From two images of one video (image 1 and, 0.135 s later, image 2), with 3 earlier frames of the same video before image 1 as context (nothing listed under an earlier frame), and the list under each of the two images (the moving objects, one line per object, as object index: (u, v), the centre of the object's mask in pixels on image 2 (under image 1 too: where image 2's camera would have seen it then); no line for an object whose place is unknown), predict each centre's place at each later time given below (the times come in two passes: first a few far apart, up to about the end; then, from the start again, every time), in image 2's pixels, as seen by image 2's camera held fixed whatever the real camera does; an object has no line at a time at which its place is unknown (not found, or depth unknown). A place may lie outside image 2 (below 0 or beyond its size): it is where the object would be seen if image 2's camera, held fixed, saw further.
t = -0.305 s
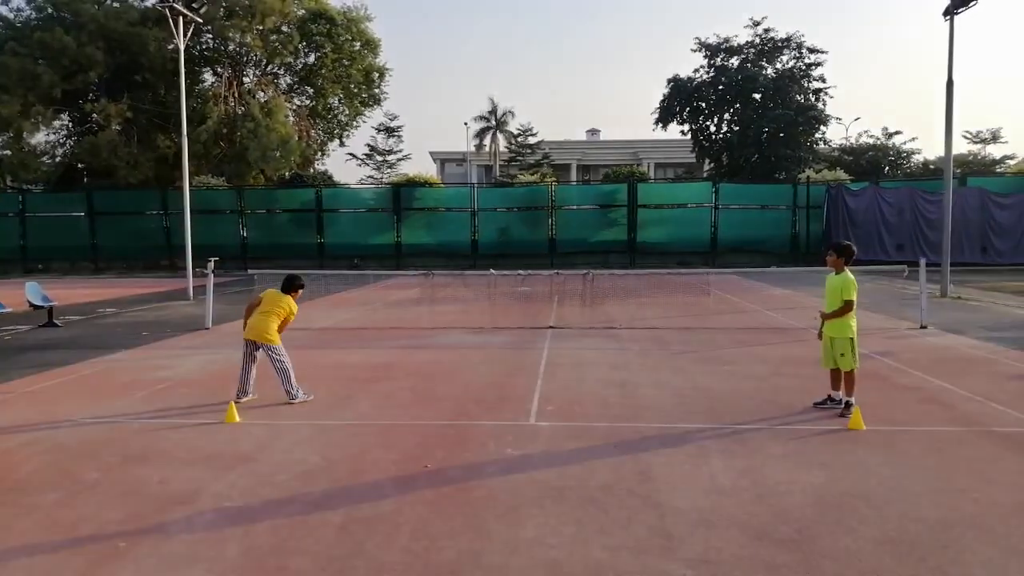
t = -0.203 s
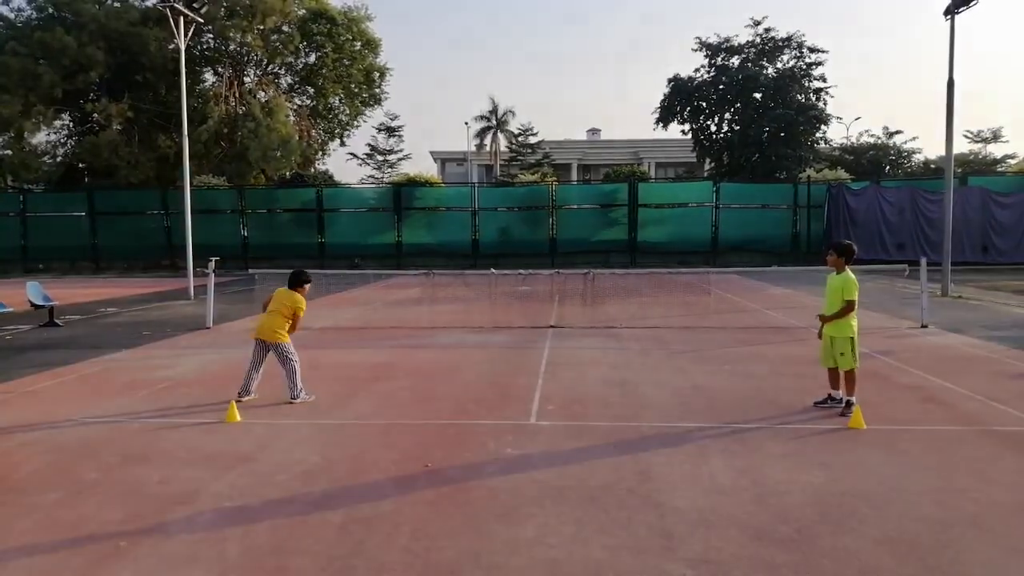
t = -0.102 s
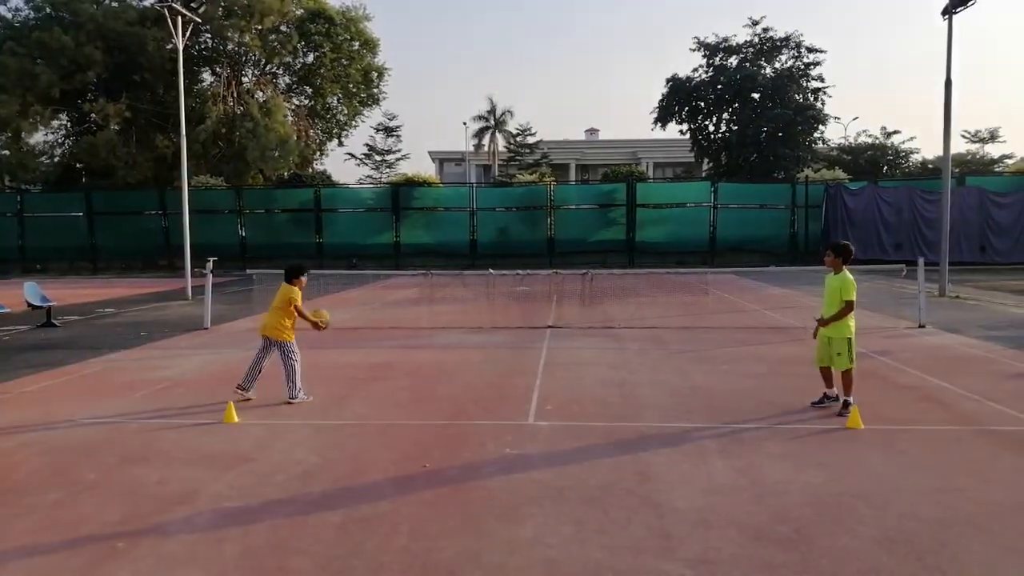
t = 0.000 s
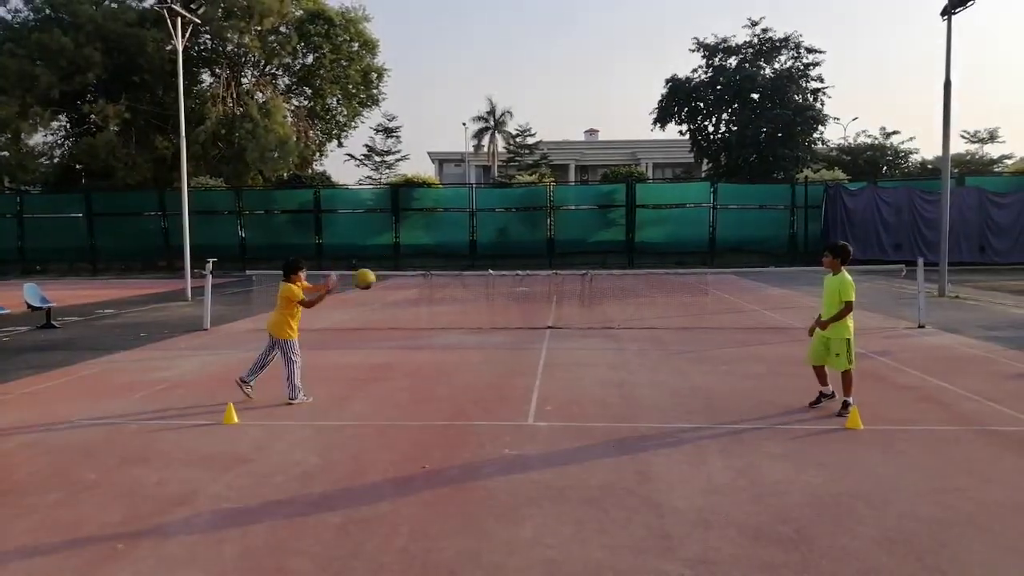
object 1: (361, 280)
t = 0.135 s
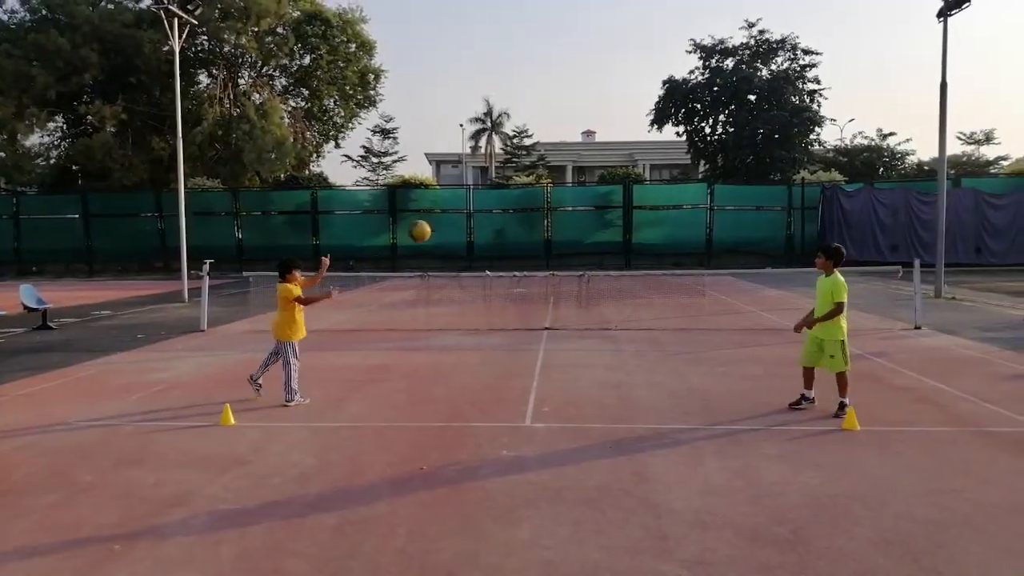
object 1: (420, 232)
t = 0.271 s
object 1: (478, 196)
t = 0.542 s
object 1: (619, 180)
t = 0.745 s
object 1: (734, 228)
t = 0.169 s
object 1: (434, 221)
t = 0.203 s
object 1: (448, 212)
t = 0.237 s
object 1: (463, 204)
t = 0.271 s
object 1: (478, 196)
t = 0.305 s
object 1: (494, 189)
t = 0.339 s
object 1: (510, 184)
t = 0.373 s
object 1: (527, 179)
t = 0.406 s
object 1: (544, 176)
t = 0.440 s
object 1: (563, 174)
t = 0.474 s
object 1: (581, 174)
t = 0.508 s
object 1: (600, 177)
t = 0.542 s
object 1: (619, 180)
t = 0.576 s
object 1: (636, 184)
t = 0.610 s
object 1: (656, 191)
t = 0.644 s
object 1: (675, 198)
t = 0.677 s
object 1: (694, 206)
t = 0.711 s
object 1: (714, 216)
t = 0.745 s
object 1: (734, 228)
